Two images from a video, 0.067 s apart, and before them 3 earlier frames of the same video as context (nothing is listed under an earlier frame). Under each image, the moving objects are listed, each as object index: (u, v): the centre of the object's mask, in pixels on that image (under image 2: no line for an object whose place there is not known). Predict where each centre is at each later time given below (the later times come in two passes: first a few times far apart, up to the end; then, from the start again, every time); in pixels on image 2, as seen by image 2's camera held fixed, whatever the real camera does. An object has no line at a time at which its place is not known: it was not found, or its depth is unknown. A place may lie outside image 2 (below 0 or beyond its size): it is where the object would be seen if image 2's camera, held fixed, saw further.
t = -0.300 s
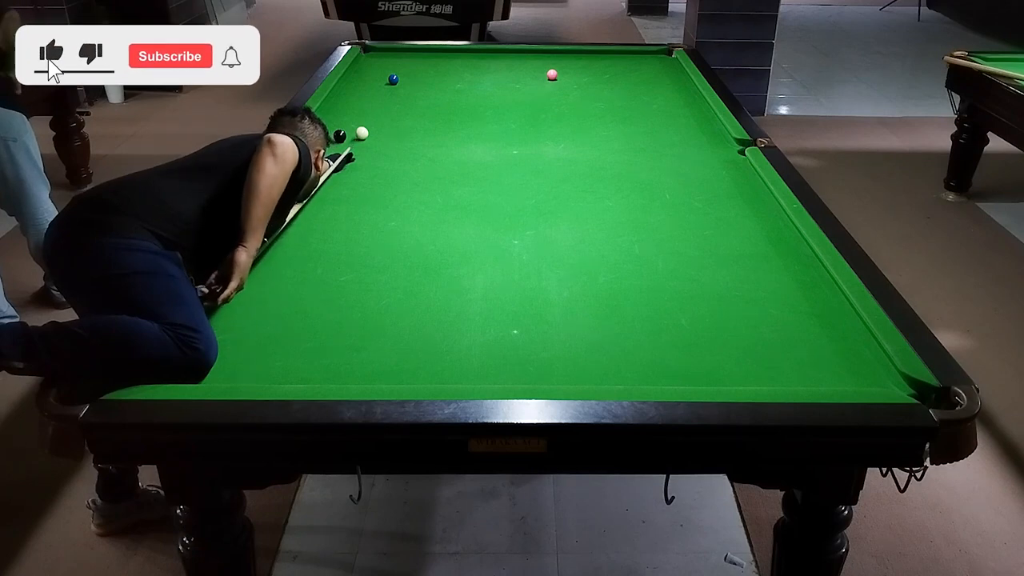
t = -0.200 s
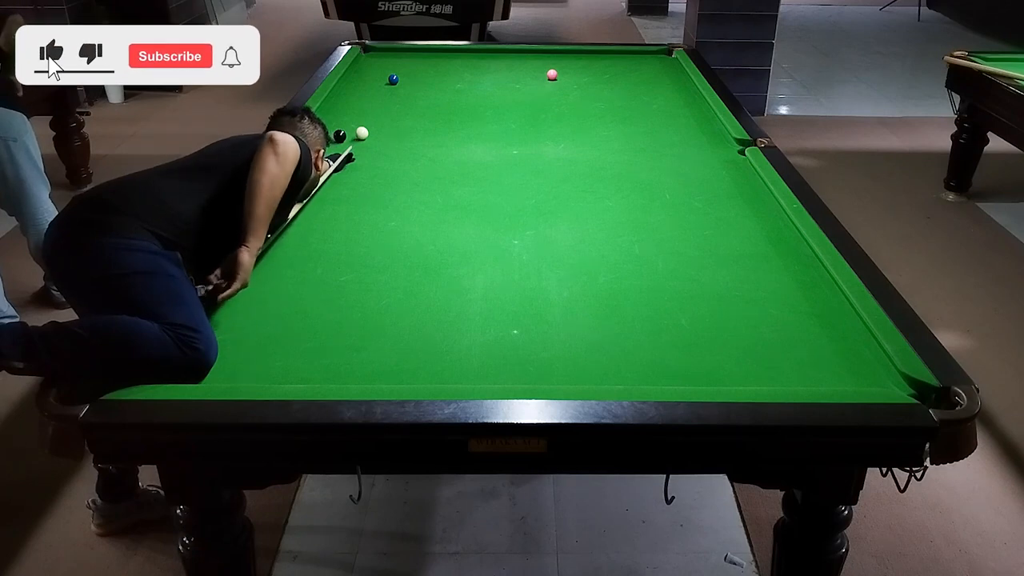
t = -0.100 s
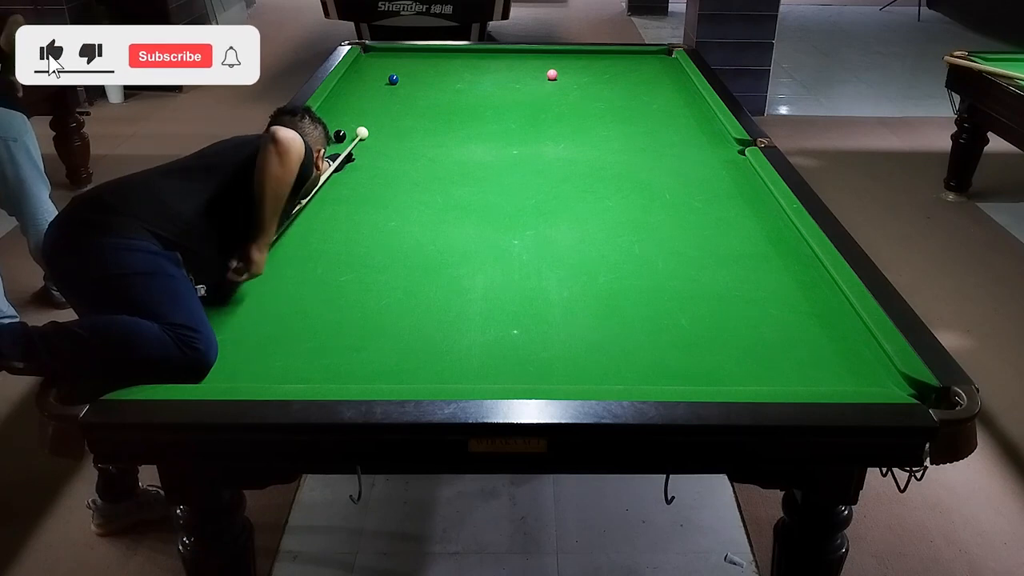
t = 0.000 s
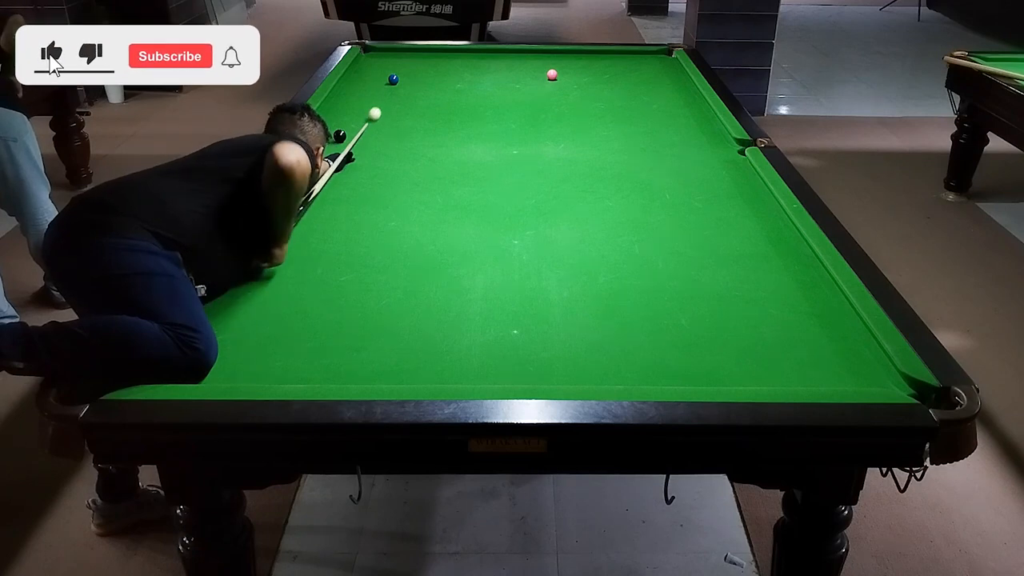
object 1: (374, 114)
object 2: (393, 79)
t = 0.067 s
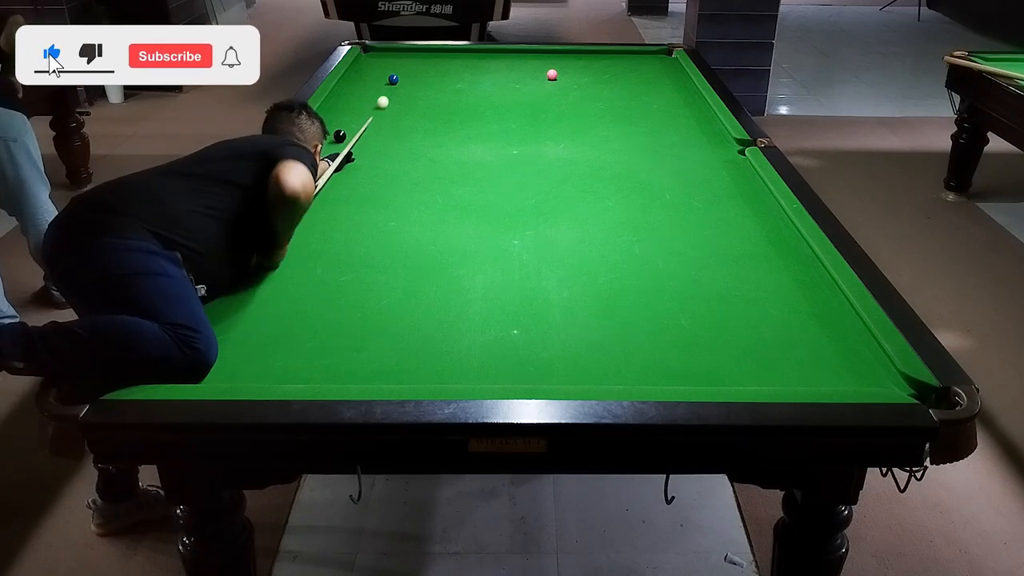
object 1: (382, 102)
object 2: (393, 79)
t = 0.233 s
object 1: (399, 81)
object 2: (390, 77)
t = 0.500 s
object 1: (445, 71)
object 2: (364, 58)
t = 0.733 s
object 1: (478, 63)
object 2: (376, 49)
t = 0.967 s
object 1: (509, 55)
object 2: (385, 55)
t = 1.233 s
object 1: (540, 53)
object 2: (396, 63)
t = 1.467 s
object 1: (566, 58)
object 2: (405, 69)
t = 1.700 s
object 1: (592, 63)
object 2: (414, 76)
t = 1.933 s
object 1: (619, 69)
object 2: (424, 83)
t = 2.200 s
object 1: (649, 75)
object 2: (434, 91)
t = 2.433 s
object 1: (676, 81)
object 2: (443, 98)
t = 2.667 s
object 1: (682, 86)
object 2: (454, 106)
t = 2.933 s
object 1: (669, 92)
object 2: (464, 114)
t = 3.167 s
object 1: (657, 96)
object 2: (474, 121)
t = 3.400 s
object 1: (646, 100)
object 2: (483, 128)
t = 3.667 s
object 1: (634, 105)
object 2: (494, 136)
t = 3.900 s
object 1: (623, 109)
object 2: (503, 144)
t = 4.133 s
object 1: (612, 113)
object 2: (512, 151)
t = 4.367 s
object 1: (602, 117)
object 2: (521, 157)
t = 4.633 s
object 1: (590, 121)
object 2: (531, 165)
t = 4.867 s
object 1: (581, 124)
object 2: (539, 172)
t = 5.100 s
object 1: (572, 127)
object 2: (547, 178)
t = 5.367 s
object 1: (562, 131)
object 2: (555, 185)
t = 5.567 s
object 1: (555, 133)
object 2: (561, 190)
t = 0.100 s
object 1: (386, 97)
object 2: (393, 79)
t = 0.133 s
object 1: (389, 92)
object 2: (393, 79)
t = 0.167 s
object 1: (392, 88)
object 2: (393, 78)
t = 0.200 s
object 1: (395, 84)
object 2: (391, 77)
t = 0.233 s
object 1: (399, 81)
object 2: (390, 77)
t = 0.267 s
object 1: (406, 80)
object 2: (387, 75)
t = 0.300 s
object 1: (412, 79)
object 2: (383, 72)
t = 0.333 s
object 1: (419, 78)
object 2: (379, 69)
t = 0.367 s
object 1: (424, 77)
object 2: (376, 67)
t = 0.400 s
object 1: (429, 75)
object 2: (373, 64)
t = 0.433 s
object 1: (435, 74)
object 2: (370, 62)
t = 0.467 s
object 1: (440, 72)
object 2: (367, 60)
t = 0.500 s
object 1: (445, 71)
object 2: (364, 58)
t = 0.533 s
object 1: (450, 70)
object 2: (362, 56)
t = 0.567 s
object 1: (455, 69)
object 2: (362, 55)
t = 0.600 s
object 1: (460, 68)
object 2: (365, 54)
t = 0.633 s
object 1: (465, 66)
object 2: (368, 52)
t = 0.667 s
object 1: (469, 65)
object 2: (370, 51)
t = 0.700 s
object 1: (474, 64)
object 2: (373, 50)
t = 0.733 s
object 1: (478, 63)
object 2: (376, 49)
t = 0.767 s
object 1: (483, 62)
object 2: (376, 49)
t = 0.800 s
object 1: (488, 60)
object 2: (378, 50)
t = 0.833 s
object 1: (492, 59)
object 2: (380, 51)
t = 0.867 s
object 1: (496, 58)
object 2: (382, 52)
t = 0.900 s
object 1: (500, 57)
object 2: (383, 53)
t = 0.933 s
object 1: (505, 56)
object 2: (384, 54)
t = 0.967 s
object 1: (509, 55)
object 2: (385, 55)
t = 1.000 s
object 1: (513, 54)
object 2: (387, 56)
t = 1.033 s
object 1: (517, 53)
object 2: (388, 57)
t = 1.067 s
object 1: (521, 52)
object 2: (389, 58)
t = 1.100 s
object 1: (525, 51)
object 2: (391, 59)
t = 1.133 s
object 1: (529, 50)
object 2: (392, 60)
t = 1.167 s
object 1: (532, 51)
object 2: (394, 61)
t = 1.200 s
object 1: (536, 52)
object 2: (395, 61)
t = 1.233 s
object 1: (540, 53)
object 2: (396, 63)
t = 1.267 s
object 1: (544, 53)
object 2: (397, 64)
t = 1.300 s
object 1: (547, 54)
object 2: (399, 65)
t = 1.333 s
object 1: (551, 55)
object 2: (400, 65)
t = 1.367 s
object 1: (555, 56)
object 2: (401, 66)
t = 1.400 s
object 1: (559, 57)
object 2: (403, 68)
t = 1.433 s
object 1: (562, 57)
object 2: (404, 68)
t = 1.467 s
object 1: (566, 58)
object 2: (405, 69)
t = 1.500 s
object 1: (570, 59)
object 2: (407, 70)
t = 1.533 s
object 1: (574, 60)
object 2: (408, 71)
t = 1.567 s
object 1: (577, 60)
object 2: (409, 72)
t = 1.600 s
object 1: (581, 61)
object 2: (410, 73)
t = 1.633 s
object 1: (585, 62)
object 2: (412, 74)
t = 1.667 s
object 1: (589, 63)
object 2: (413, 75)
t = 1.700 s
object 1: (592, 63)
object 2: (414, 76)
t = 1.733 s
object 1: (596, 64)
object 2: (416, 77)
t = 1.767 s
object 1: (600, 65)
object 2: (417, 78)
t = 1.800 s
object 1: (604, 66)
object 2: (418, 79)
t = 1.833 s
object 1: (607, 66)
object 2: (420, 80)
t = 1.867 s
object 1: (611, 67)
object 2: (421, 81)
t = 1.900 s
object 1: (615, 68)
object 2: (422, 82)
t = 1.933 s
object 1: (619, 69)
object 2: (424, 83)
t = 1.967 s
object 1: (622, 70)
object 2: (425, 84)
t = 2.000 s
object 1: (626, 70)
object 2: (426, 85)
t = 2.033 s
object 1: (630, 71)
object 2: (428, 86)
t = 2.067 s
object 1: (634, 72)
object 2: (429, 87)
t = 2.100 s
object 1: (638, 73)
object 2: (430, 88)
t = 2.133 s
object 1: (642, 74)
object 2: (432, 89)
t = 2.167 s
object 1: (645, 74)
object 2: (433, 90)
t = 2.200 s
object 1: (649, 75)
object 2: (434, 91)
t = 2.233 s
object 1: (653, 76)
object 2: (435, 92)
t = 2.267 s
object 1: (657, 77)
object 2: (437, 93)
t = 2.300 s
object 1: (660, 78)
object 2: (438, 94)
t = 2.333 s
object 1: (664, 78)
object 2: (439, 95)
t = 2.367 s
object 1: (668, 79)
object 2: (441, 96)
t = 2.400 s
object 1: (672, 80)
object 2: (442, 97)
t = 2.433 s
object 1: (676, 81)
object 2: (443, 98)
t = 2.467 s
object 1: (679, 81)
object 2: (445, 99)
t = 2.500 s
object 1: (683, 82)
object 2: (446, 100)
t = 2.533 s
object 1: (687, 83)
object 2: (447, 101)
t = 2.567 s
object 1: (689, 84)
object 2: (449, 102)
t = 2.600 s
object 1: (687, 84)
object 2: (450, 103)
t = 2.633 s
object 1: (685, 85)
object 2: (451, 104)
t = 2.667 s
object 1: (682, 86)
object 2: (454, 106)
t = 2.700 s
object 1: (680, 87)
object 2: (455, 107)
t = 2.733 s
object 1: (679, 88)
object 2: (457, 108)
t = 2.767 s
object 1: (677, 88)
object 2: (458, 109)
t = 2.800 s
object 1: (676, 89)
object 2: (459, 110)
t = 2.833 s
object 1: (674, 90)
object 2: (460, 111)
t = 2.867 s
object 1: (672, 90)
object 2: (462, 112)
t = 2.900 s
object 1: (671, 91)
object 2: (463, 113)
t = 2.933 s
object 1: (669, 92)
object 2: (464, 114)
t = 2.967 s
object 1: (667, 92)
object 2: (466, 115)
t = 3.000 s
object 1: (666, 93)
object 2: (467, 116)
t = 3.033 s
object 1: (664, 94)
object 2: (468, 117)
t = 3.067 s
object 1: (662, 94)
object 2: (470, 118)
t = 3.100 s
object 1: (661, 95)
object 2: (471, 119)
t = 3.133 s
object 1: (659, 95)
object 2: (472, 120)
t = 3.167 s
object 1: (657, 96)
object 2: (474, 121)
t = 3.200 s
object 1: (656, 97)
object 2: (475, 122)
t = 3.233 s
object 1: (654, 97)
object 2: (476, 123)
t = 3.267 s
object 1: (653, 98)
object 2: (478, 124)
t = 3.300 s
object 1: (651, 99)
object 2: (479, 125)
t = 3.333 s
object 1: (650, 99)
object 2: (480, 126)
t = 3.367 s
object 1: (648, 100)
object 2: (482, 127)
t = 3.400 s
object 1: (646, 100)
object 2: (483, 128)
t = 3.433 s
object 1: (645, 101)
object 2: (484, 130)
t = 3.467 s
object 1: (643, 102)
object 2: (486, 131)
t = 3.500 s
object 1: (642, 102)
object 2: (487, 132)
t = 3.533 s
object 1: (640, 103)
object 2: (488, 133)
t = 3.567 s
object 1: (638, 103)
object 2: (489, 134)
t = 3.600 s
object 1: (637, 104)
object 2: (491, 135)
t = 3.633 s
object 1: (635, 105)
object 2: (492, 135)
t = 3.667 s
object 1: (634, 105)
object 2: (494, 136)
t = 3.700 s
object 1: (632, 106)
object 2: (495, 138)
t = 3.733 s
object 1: (631, 106)
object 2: (496, 139)
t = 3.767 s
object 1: (629, 107)
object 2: (497, 140)
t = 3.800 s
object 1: (628, 108)
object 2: (499, 141)
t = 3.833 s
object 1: (626, 108)
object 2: (500, 142)
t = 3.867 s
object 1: (625, 109)
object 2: (501, 143)
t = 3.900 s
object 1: (623, 109)
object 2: (503, 144)
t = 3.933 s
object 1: (621, 110)
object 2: (504, 145)
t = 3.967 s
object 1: (620, 110)
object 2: (505, 146)
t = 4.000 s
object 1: (618, 111)
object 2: (507, 147)
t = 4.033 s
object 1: (617, 112)
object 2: (508, 148)
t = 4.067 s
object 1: (615, 112)
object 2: (509, 149)
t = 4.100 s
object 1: (614, 113)
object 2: (511, 150)
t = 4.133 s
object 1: (612, 113)
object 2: (512, 151)
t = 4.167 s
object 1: (611, 114)
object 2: (513, 152)
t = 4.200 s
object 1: (609, 114)
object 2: (515, 153)
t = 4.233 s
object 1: (608, 115)
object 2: (516, 154)
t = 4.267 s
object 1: (606, 115)
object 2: (517, 155)
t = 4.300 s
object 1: (605, 116)
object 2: (518, 156)
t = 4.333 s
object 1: (603, 117)
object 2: (520, 157)
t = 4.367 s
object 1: (602, 117)
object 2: (521, 157)
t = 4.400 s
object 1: (600, 117)
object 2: (522, 158)
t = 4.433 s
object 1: (599, 118)
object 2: (523, 160)
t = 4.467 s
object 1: (597, 119)
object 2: (525, 161)
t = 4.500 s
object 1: (596, 119)
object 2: (526, 161)
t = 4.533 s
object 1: (595, 119)
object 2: (527, 162)
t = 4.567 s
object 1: (593, 120)
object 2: (528, 163)
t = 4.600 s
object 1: (592, 121)
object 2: (530, 164)
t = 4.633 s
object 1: (590, 121)
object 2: (531, 165)
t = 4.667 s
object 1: (589, 121)
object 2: (532, 166)
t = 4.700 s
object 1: (588, 122)
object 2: (533, 167)
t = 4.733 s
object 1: (586, 123)
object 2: (534, 168)
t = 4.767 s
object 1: (585, 123)
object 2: (535, 169)
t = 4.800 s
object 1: (584, 123)
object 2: (537, 170)
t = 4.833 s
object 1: (582, 124)
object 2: (538, 171)
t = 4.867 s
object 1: (581, 124)
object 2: (539, 172)
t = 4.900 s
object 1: (580, 125)
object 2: (540, 173)
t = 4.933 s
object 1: (578, 125)
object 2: (541, 174)
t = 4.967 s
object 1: (577, 126)
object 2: (542, 175)
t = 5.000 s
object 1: (576, 126)
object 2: (543, 176)
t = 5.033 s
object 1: (575, 127)
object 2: (545, 176)
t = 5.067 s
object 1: (573, 127)
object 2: (546, 177)
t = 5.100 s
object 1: (572, 127)
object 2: (547, 178)
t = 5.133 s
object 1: (571, 128)
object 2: (548, 179)
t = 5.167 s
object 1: (570, 128)
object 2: (549, 180)
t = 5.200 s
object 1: (568, 129)
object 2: (550, 181)
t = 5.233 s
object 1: (567, 129)
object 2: (551, 182)
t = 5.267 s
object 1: (566, 130)
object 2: (552, 183)
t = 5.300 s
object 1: (564, 130)
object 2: (553, 183)
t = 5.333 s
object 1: (563, 130)
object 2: (554, 184)
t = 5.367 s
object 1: (562, 131)
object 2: (555, 185)
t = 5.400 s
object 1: (561, 131)
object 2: (556, 186)
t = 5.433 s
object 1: (559, 131)
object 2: (557, 187)
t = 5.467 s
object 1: (558, 132)
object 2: (558, 187)
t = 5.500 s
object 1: (557, 132)
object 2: (559, 188)
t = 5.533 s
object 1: (556, 133)
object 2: (560, 189)
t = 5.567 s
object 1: (555, 133)
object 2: (561, 190)
